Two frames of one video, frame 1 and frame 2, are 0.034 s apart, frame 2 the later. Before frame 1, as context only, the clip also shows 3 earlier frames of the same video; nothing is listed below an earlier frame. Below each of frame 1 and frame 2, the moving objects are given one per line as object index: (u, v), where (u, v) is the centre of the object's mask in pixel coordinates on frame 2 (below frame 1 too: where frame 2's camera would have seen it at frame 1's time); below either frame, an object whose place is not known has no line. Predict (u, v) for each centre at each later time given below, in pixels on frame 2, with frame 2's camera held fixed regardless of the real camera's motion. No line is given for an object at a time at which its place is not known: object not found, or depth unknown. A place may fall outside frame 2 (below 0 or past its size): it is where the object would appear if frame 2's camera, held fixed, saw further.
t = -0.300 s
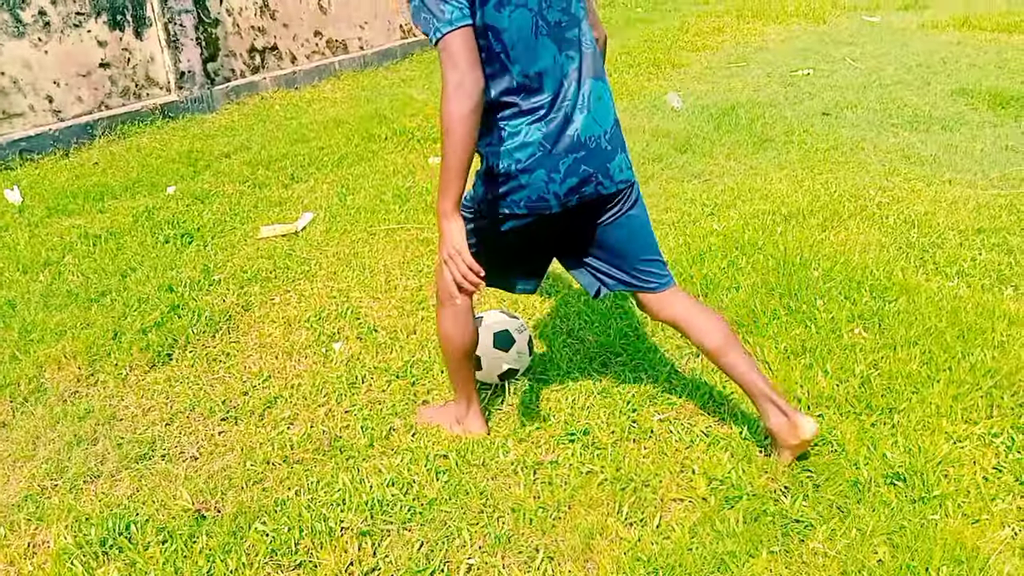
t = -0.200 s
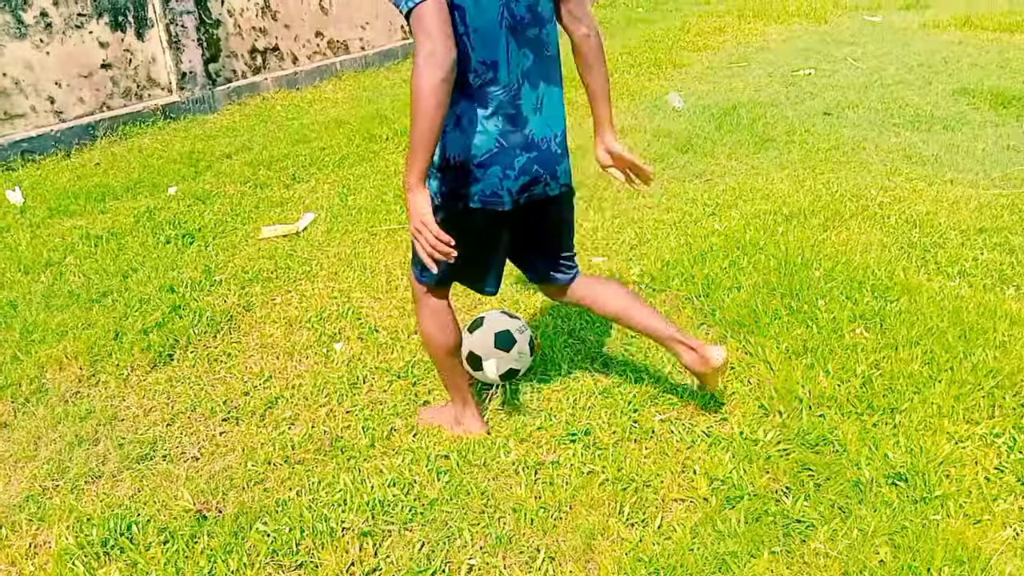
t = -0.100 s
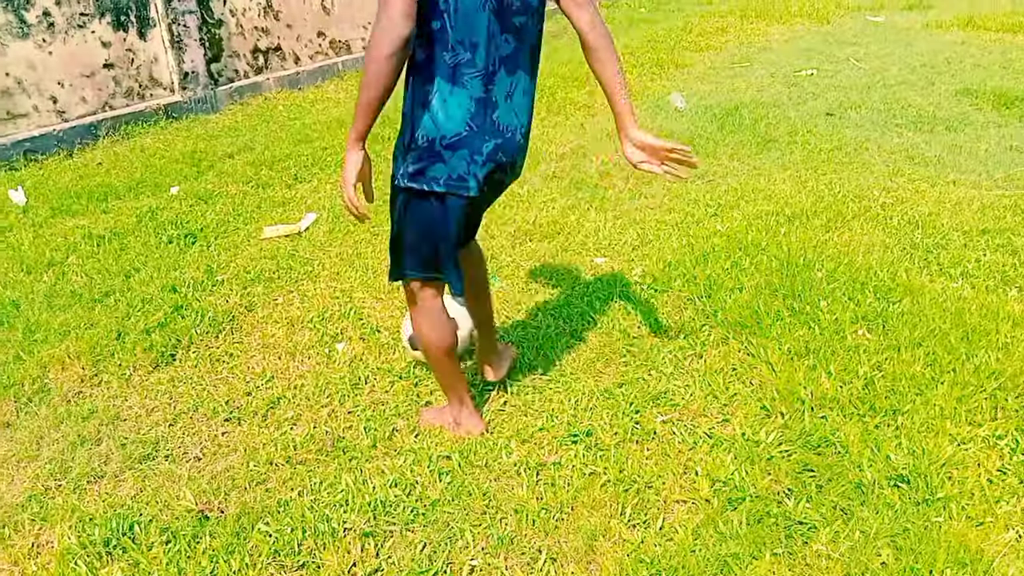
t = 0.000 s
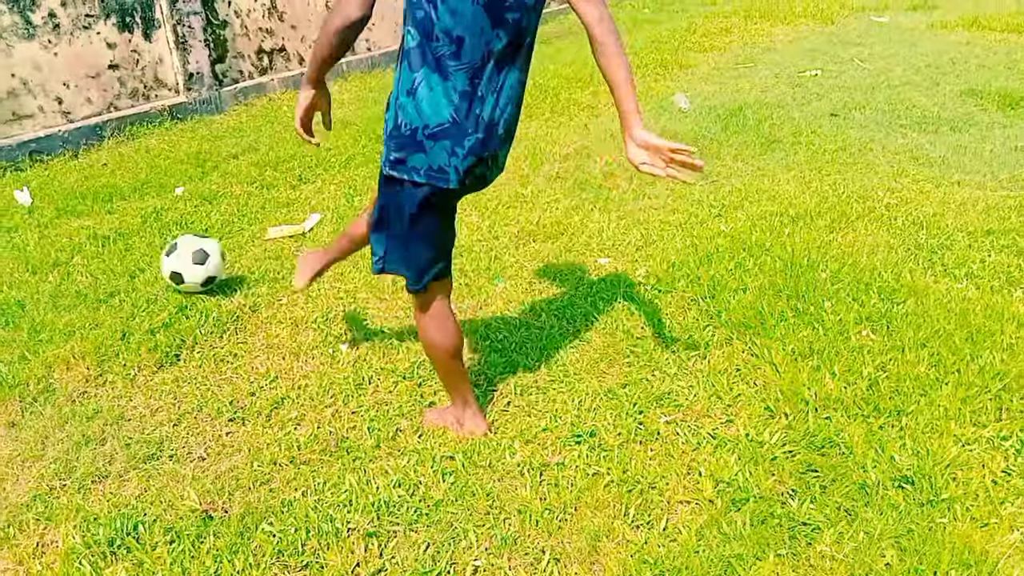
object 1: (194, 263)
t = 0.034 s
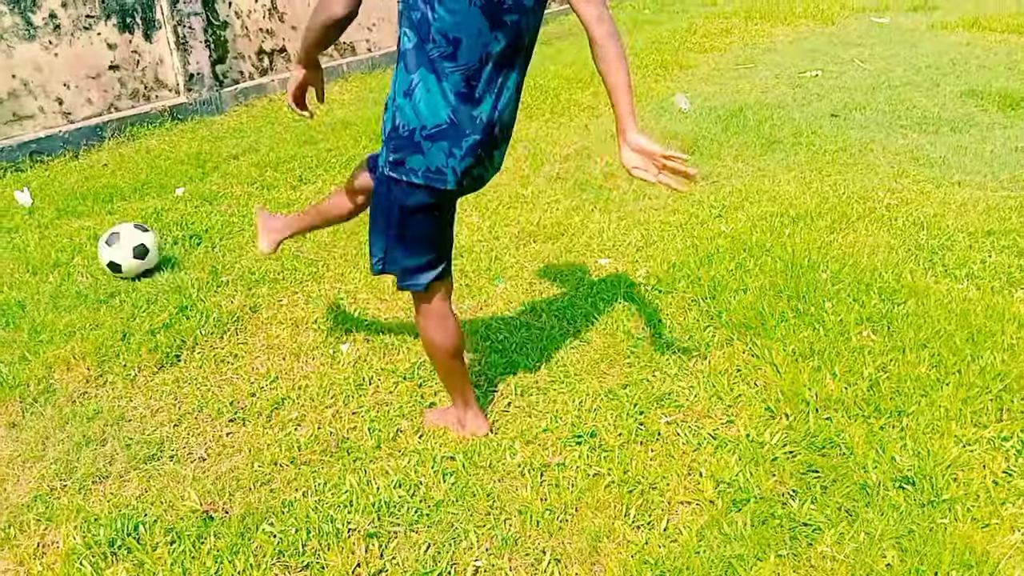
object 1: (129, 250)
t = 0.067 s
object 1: (73, 240)
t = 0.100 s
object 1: (24, 229)
